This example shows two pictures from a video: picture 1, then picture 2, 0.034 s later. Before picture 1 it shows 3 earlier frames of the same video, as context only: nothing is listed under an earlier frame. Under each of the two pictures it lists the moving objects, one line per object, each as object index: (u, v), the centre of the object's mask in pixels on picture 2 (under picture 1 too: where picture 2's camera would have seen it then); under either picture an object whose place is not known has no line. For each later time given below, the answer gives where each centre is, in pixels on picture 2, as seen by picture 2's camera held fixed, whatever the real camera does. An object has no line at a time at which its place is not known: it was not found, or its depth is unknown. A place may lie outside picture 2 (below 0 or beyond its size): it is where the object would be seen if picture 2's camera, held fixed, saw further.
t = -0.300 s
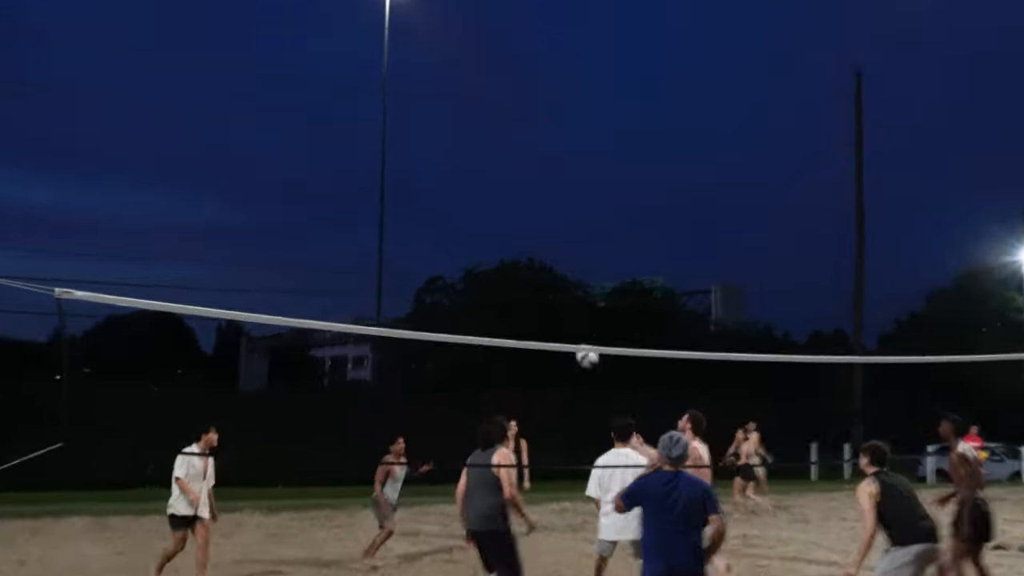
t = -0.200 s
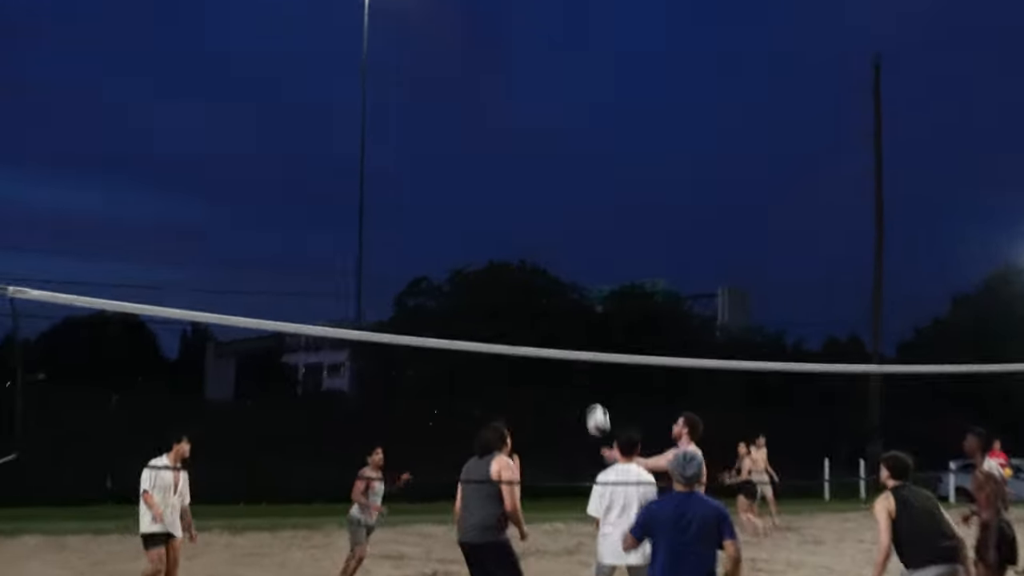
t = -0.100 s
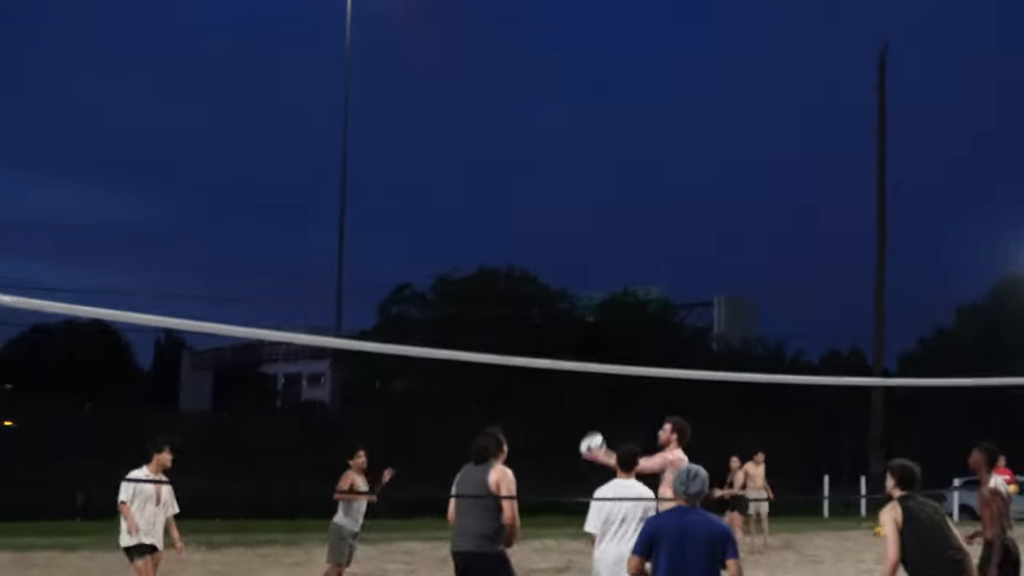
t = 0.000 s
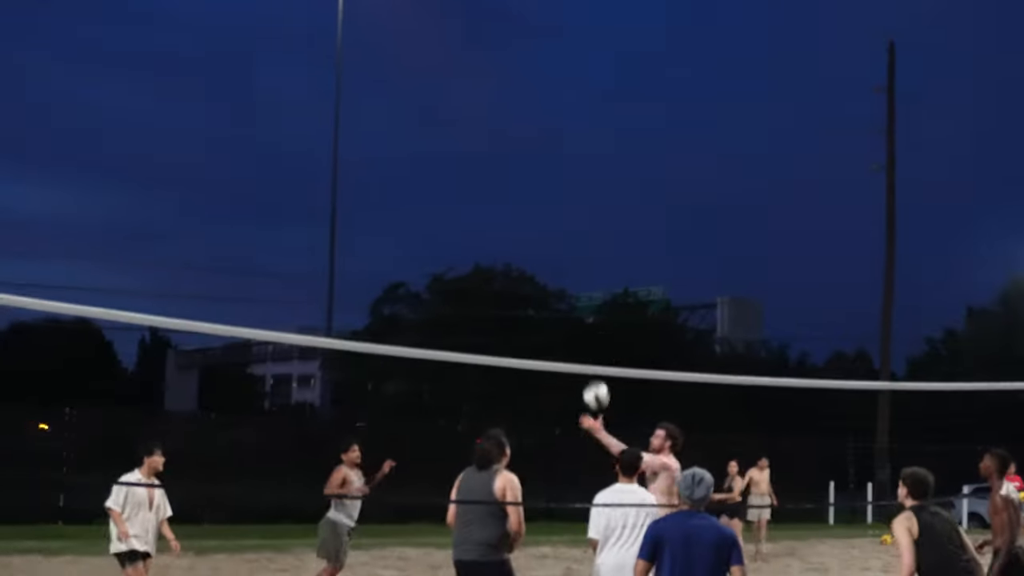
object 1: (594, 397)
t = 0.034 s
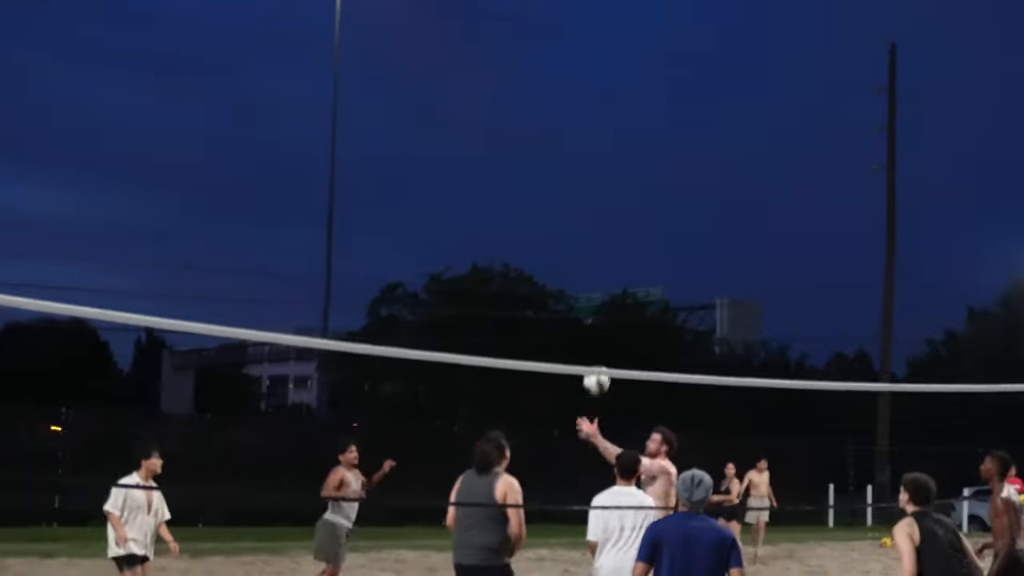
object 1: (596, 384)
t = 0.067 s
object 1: (600, 359)
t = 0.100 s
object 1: (602, 349)
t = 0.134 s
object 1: (604, 335)
